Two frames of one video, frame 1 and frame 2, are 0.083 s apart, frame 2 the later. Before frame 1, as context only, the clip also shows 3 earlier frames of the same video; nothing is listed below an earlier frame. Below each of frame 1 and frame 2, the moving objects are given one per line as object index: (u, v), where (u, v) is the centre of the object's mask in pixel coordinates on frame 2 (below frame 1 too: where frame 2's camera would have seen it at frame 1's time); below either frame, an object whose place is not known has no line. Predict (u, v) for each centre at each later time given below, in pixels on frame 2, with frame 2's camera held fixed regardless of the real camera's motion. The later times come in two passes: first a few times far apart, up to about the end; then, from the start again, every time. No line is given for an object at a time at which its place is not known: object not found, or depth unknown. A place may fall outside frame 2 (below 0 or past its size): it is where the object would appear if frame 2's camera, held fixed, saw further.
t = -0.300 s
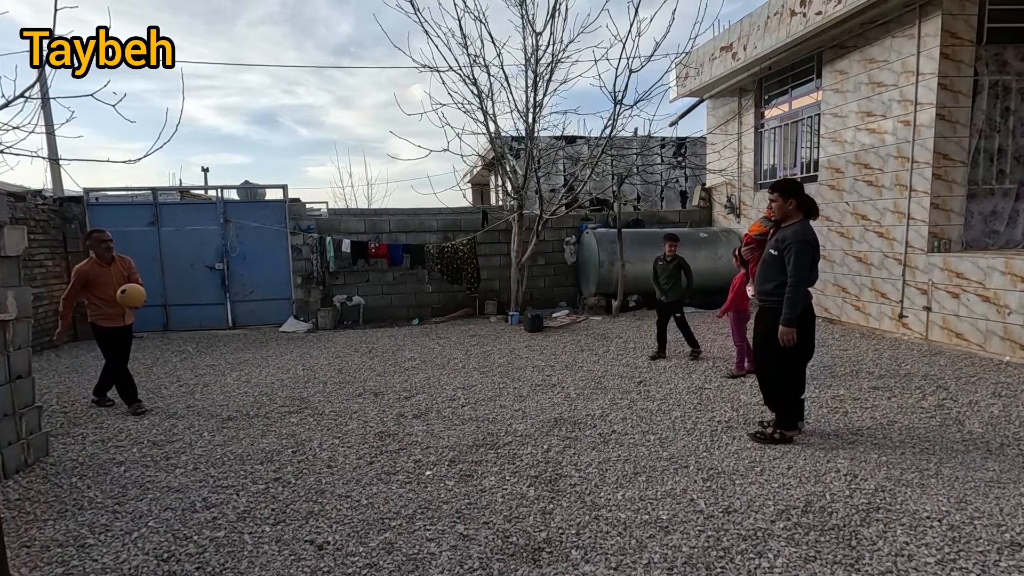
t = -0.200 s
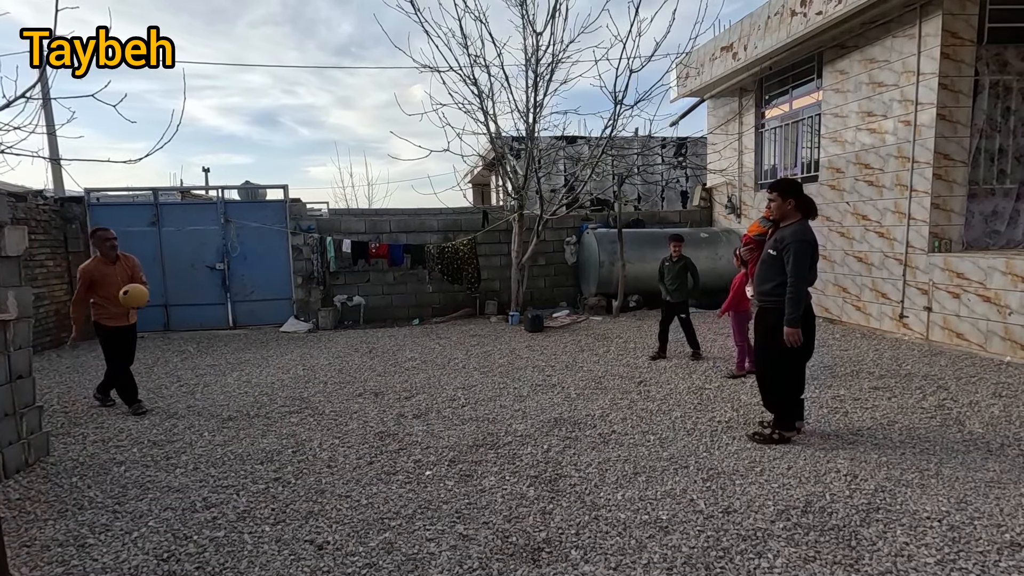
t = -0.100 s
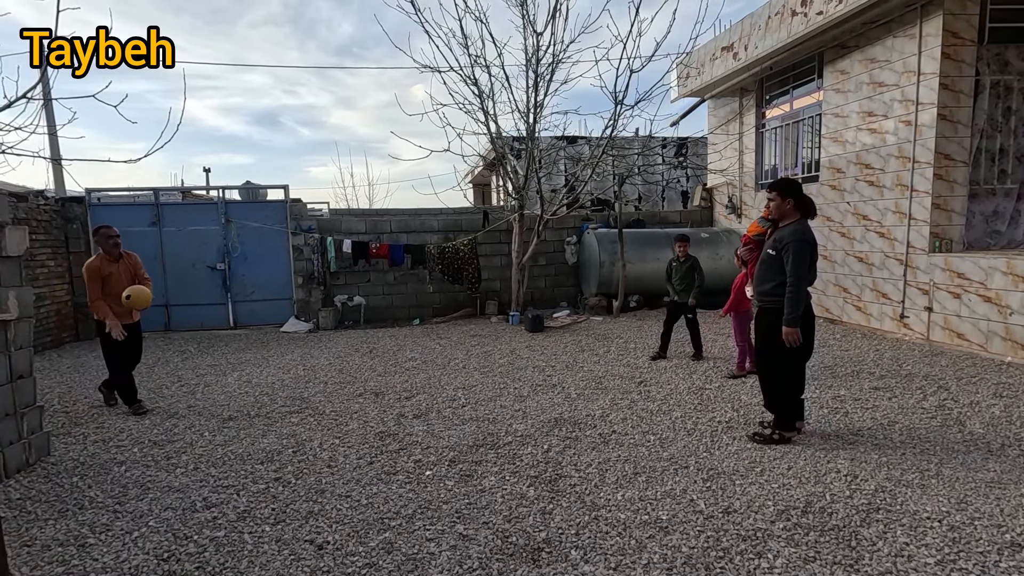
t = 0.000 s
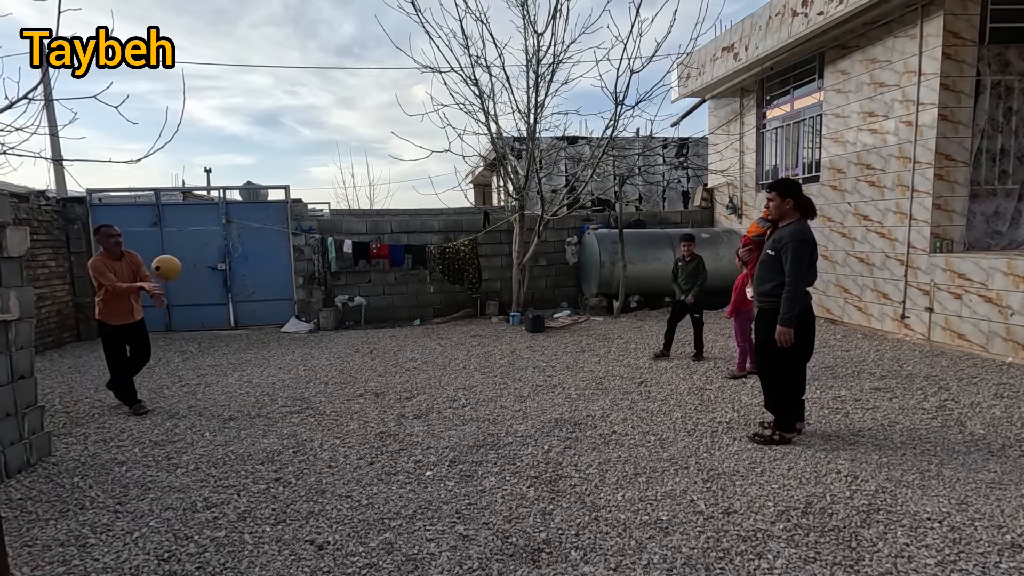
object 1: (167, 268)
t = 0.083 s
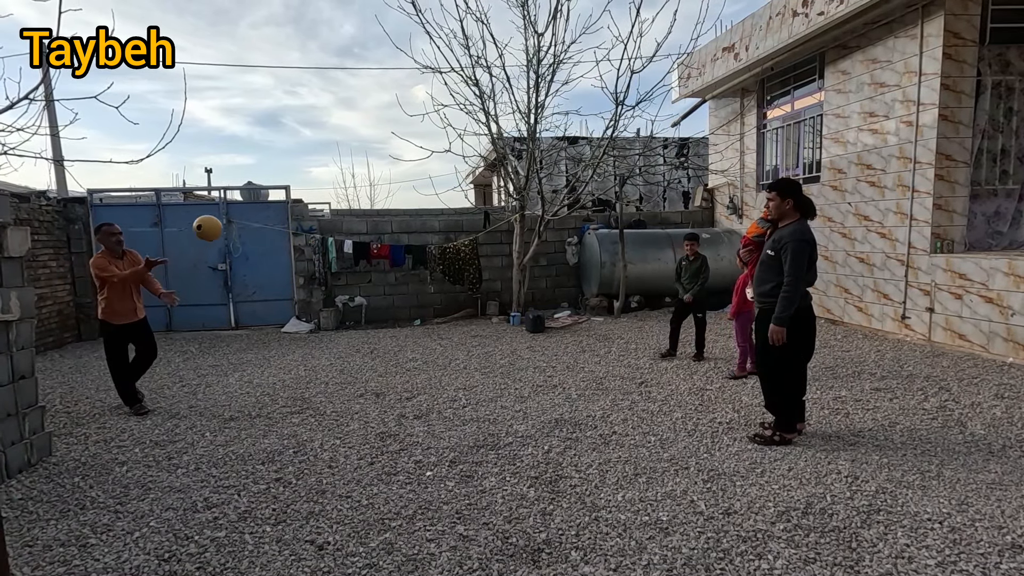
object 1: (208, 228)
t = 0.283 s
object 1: (314, 167)
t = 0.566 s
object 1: (479, 171)
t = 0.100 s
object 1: (216, 221)
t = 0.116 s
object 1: (225, 214)
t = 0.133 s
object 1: (233, 208)
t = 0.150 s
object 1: (242, 202)
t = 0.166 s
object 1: (250, 196)
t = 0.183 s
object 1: (259, 191)
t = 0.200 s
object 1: (268, 186)
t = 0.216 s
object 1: (277, 182)
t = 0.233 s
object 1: (286, 178)
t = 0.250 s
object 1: (295, 174)
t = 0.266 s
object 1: (304, 170)
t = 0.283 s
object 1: (314, 167)
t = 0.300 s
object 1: (323, 164)
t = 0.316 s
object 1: (332, 162)
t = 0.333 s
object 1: (342, 160)
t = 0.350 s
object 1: (351, 158)
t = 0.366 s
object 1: (360, 157)
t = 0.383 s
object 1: (370, 156)
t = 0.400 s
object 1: (380, 155)
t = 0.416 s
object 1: (390, 155)
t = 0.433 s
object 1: (399, 155)
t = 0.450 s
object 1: (409, 156)
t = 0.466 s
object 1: (419, 157)
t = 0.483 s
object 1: (429, 158)
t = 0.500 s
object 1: (439, 160)
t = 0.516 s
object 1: (449, 162)
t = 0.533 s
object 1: (459, 164)
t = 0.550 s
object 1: (469, 167)
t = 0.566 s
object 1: (479, 171)
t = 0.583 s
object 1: (489, 174)
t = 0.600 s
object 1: (499, 178)
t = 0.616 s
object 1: (509, 183)
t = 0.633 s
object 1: (519, 188)
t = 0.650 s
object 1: (529, 193)
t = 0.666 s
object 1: (540, 199)
